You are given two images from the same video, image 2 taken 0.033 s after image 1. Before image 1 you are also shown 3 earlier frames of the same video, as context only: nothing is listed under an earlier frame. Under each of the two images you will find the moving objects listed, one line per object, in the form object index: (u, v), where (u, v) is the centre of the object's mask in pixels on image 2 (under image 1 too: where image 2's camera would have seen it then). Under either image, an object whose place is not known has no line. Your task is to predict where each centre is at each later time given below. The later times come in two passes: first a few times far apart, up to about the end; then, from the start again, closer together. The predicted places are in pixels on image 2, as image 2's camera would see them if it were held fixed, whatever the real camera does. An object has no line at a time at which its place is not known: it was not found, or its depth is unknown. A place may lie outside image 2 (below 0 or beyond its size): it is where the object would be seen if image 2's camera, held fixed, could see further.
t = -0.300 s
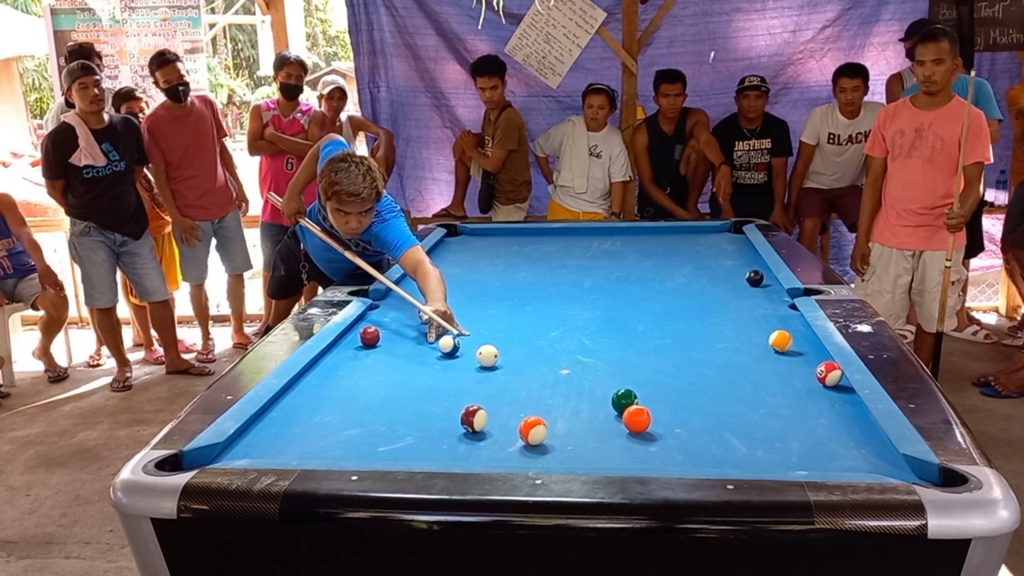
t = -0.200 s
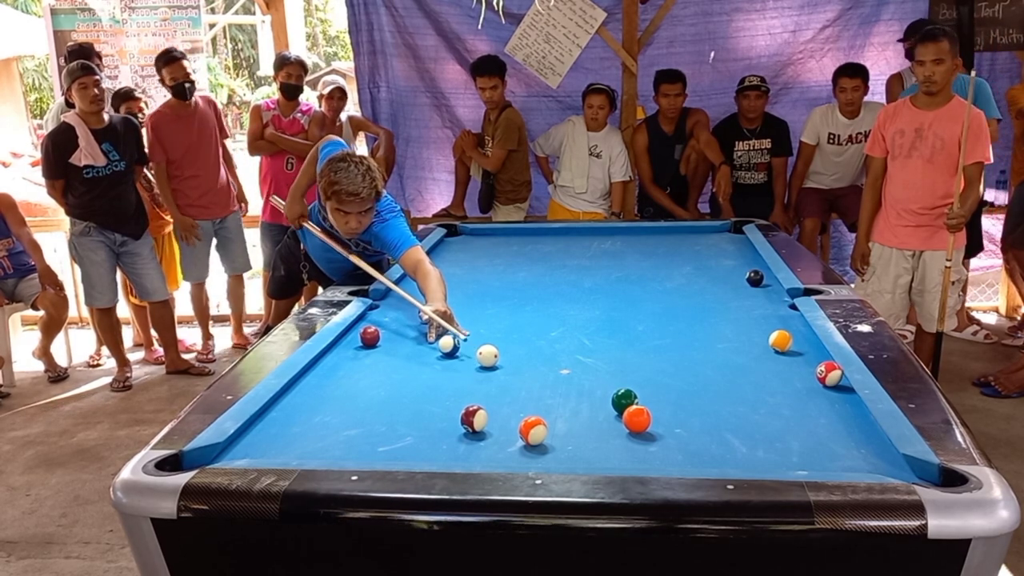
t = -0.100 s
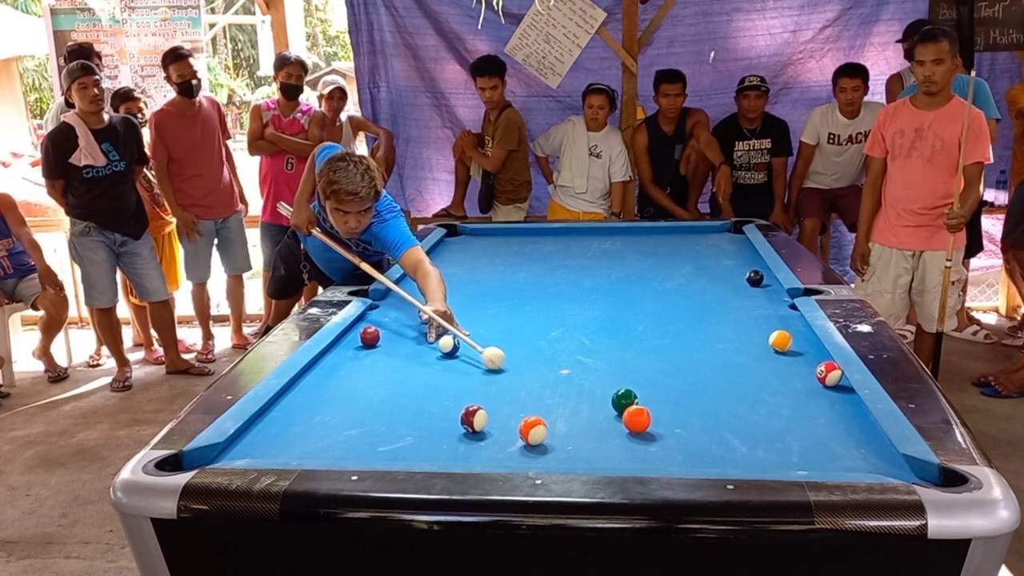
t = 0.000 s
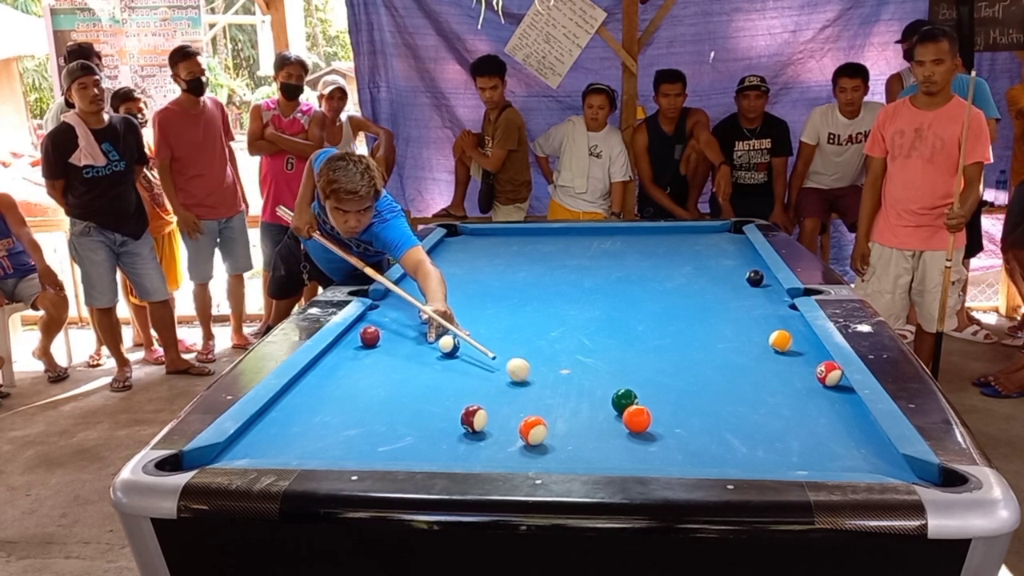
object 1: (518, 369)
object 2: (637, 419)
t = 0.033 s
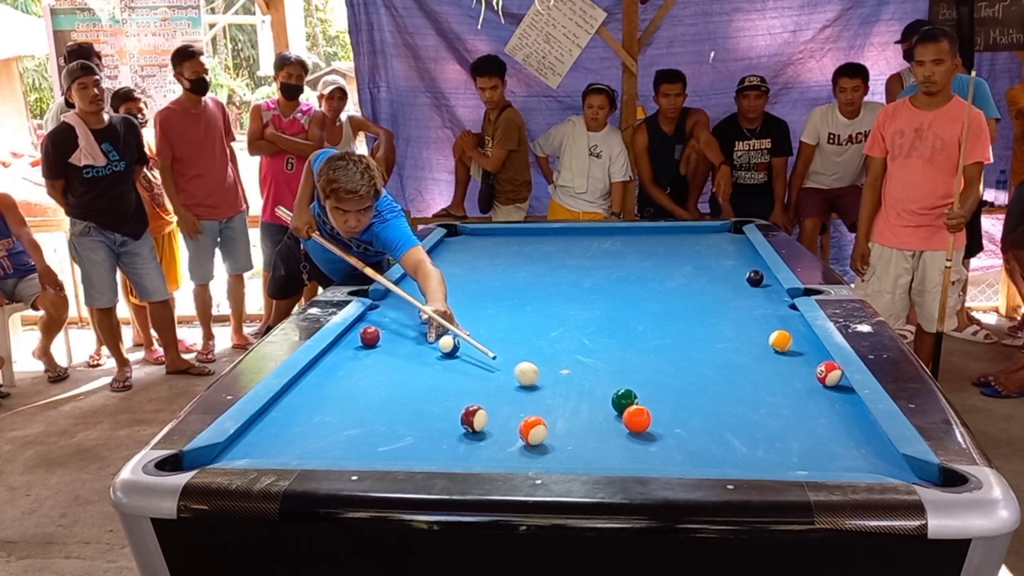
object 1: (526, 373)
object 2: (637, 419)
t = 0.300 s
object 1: (603, 409)
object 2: (637, 419)
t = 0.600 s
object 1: (608, 439)
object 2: (726, 436)
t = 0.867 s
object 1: (606, 458)
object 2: (810, 453)
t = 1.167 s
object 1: (592, 445)
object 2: (911, 470)
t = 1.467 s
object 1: (581, 430)
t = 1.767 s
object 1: (572, 417)
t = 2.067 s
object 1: (563, 407)
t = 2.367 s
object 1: (557, 399)
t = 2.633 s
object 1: (552, 393)
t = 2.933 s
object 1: (547, 387)
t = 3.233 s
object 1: (543, 383)
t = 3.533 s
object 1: (540, 381)
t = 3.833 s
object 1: (538, 379)
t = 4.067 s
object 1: (539, 376)
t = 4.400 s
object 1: (538, 379)
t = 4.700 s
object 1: (538, 378)
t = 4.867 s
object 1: (538, 378)
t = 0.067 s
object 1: (535, 377)
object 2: (637, 419)
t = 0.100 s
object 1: (544, 382)
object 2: (637, 419)
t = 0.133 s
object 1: (553, 386)
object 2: (637, 419)
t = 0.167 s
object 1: (563, 390)
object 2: (637, 419)
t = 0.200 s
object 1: (572, 395)
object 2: (637, 419)
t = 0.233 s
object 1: (582, 399)
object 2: (637, 419)
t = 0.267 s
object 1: (592, 404)
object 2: (637, 419)
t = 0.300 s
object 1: (603, 409)
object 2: (637, 419)
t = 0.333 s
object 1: (610, 414)
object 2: (640, 419)
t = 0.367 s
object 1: (608, 417)
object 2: (653, 422)
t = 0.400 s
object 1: (608, 420)
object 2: (666, 424)
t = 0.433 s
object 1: (608, 423)
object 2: (676, 426)
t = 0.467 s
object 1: (608, 426)
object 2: (686, 428)
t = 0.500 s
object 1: (608, 429)
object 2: (696, 430)
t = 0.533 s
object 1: (608, 432)
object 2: (706, 432)
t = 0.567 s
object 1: (608, 435)
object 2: (716, 434)
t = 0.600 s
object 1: (608, 439)
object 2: (726, 436)
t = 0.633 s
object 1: (608, 442)
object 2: (736, 438)
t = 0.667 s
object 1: (608, 445)
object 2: (747, 440)
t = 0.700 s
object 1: (607, 449)
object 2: (757, 442)
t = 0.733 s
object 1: (607, 451)
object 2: (768, 444)
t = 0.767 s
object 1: (607, 453)
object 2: (779, 446)
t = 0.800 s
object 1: (607, 455)
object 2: (789, 448)
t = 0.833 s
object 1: (607, 457)
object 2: (800, 451)
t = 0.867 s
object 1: (606, 458)
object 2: (810, 453)
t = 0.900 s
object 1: (604, 456)
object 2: (821, 454)
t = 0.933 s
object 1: (603, 455)
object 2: (832, 456)
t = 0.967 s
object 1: (601, 455)
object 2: (843, 458)
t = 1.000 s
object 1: (599, 453)
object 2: (855, 459)
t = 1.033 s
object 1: (598, 452)
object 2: (866, 461)
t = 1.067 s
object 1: (597, 451)
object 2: (878, 463)
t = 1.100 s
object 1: (595, 449)
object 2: (889, 466)
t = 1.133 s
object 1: (594, 447)
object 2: (901, 468)
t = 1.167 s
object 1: (592, 445)
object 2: (911, 470)
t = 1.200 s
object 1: (591, 443)
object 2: (922, 474)
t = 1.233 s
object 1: (590, 442)
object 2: (929, 479)
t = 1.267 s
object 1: (588, 440)
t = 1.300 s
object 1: (587, 438)
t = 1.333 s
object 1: (586, 437)
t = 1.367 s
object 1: (585, 435)
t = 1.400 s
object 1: (583, 433)
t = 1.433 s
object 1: (582, 431)
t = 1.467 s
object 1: (581, 430)
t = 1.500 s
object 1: (580, 429)
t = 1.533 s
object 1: (579, 427)
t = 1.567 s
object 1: (578, 426)
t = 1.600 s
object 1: (577, 424)
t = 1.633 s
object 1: (576, 423)
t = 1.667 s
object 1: (574, 421)
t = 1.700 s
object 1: (573, 420)
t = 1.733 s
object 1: (572, 419)
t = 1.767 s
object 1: (572, 417)
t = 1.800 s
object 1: (570, 416)
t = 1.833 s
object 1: (569, 415)
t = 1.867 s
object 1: (569, 414)
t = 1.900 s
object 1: (568, 413)
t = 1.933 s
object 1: (567, 411)
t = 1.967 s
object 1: (566, 410)
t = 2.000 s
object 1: (565, 410)
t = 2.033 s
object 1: (564, 408)
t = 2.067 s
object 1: (563, 407)
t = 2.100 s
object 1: (563, 406)
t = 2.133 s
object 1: (562, 405)
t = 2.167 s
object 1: (561, 404)
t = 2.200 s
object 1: (561, 403)
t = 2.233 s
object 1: (560, 402)
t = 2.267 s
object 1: (559, 401)
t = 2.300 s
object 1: (558, 400)
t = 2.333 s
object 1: (557, 400)
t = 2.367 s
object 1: (557, 399)
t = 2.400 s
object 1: (556, 398)
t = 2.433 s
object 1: (555, 397)
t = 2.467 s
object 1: (555, 396)
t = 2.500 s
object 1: (554, 396)
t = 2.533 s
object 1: (554, 395)
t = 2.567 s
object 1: (553, 394)
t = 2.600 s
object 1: (552, 393)
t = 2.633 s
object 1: (552, 393)
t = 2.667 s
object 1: (551, 392)
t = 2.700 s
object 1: (551, 392)
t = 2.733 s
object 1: (550, 391)
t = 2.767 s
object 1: (549, 390)
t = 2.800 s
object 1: (549, 389)
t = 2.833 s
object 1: (549, 389)
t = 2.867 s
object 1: (548, 388)
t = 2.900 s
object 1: (547, 388)
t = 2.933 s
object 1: (547, 387)
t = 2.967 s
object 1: (547, 387)
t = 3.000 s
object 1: (546, 386)
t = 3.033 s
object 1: (546, 386)
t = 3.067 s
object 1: (545, 386)
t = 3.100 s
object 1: (545, 385)
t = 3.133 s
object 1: (544, 385)
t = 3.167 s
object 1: (544, 384)
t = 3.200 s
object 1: (544, 384)
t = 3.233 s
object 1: (543, 383)
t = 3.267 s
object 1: (543, 383)
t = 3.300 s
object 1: (543, 383)
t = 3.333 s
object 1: (542, 382)
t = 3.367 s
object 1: (542, 382)
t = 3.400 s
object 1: (542, 382)
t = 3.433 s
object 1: (541, 381)
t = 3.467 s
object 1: (541, 381)
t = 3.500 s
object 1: (541, 381)
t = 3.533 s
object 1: (540, 381)
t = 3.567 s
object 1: (540, 380)
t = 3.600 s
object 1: (540, 380)
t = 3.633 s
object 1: (539, 380)
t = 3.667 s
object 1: (539, 380)
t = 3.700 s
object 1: (539, 380)
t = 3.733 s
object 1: (539, 380)
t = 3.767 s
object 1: (539, 379)
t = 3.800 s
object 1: (538, 379)
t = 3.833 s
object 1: (538, 379)
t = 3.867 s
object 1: (538, 379)
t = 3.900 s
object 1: (538, 379)
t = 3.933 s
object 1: (538, 379)
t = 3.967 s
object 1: (538, 379)
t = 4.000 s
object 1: (538, 379)
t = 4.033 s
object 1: (538, 379)
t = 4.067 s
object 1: (539, 376)
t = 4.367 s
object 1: (538, 379)
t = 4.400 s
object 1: (538, 379)
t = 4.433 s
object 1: (538, 378)
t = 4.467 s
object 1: (538, 378)
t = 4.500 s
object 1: (538, 378)
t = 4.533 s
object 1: (538, 378)
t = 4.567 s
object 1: (538, 379)
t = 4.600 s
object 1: (538, 378)
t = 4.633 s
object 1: (538, 378)
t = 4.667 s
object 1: (538, 378)
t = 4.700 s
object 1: (538, 378)
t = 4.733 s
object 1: (538, 378)
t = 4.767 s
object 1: (538, 378)
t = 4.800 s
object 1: (538, 378)
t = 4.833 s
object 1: (538, 378)
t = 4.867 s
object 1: (538, 378)
